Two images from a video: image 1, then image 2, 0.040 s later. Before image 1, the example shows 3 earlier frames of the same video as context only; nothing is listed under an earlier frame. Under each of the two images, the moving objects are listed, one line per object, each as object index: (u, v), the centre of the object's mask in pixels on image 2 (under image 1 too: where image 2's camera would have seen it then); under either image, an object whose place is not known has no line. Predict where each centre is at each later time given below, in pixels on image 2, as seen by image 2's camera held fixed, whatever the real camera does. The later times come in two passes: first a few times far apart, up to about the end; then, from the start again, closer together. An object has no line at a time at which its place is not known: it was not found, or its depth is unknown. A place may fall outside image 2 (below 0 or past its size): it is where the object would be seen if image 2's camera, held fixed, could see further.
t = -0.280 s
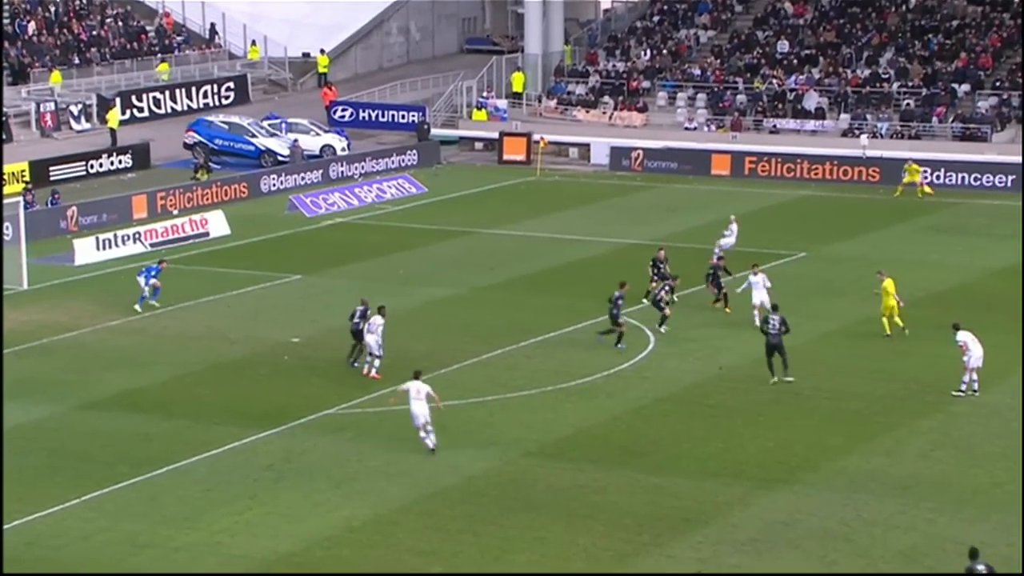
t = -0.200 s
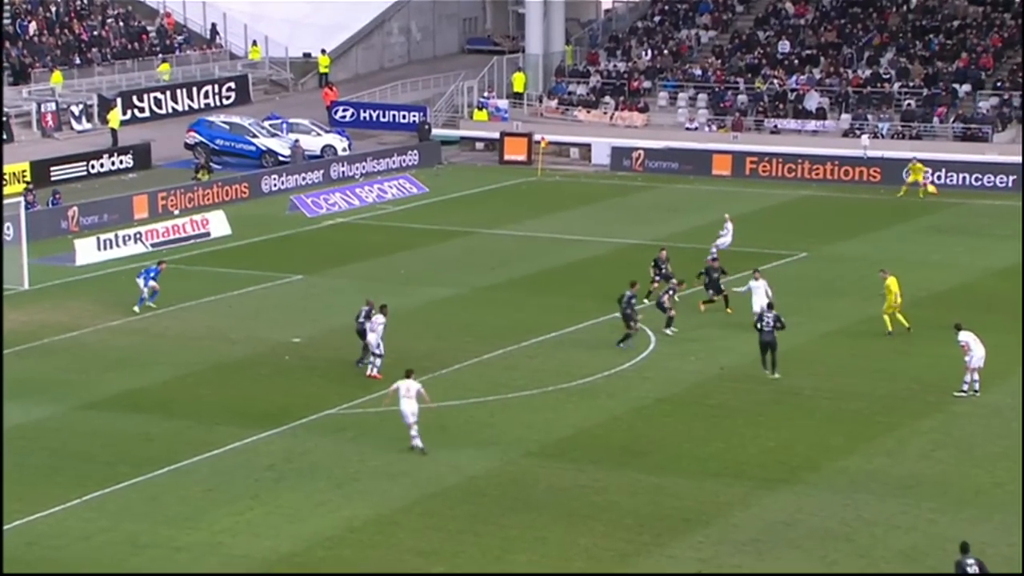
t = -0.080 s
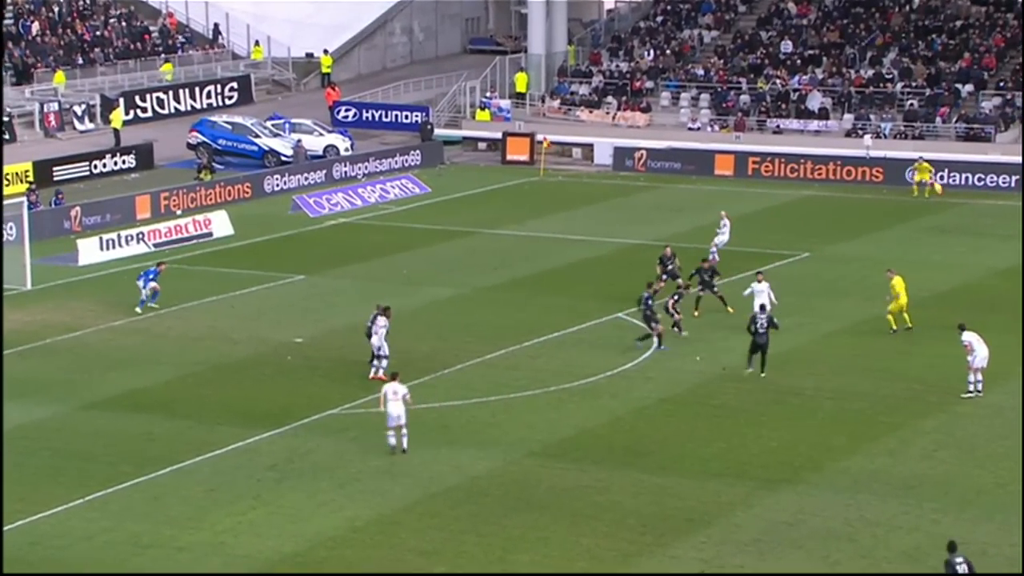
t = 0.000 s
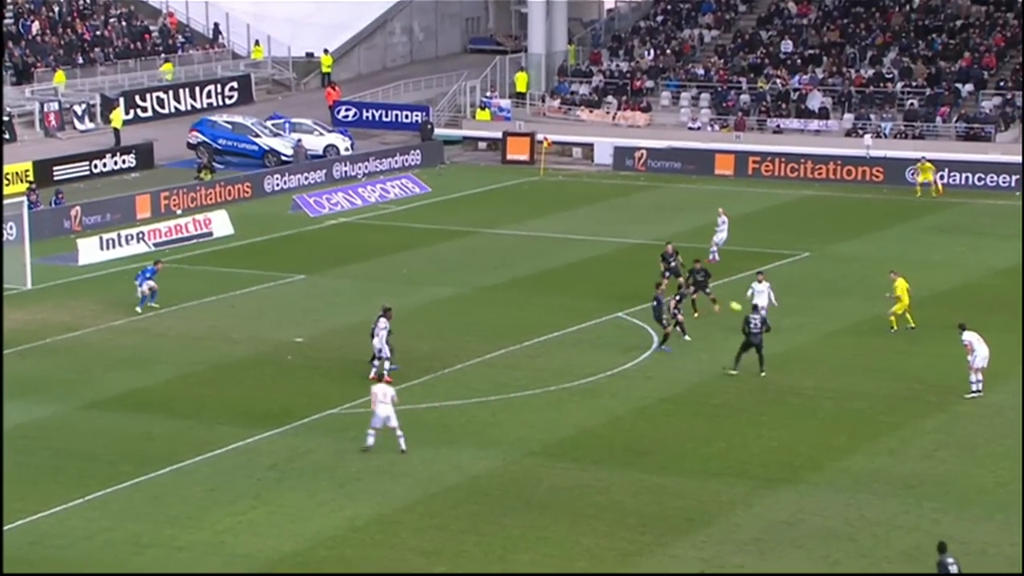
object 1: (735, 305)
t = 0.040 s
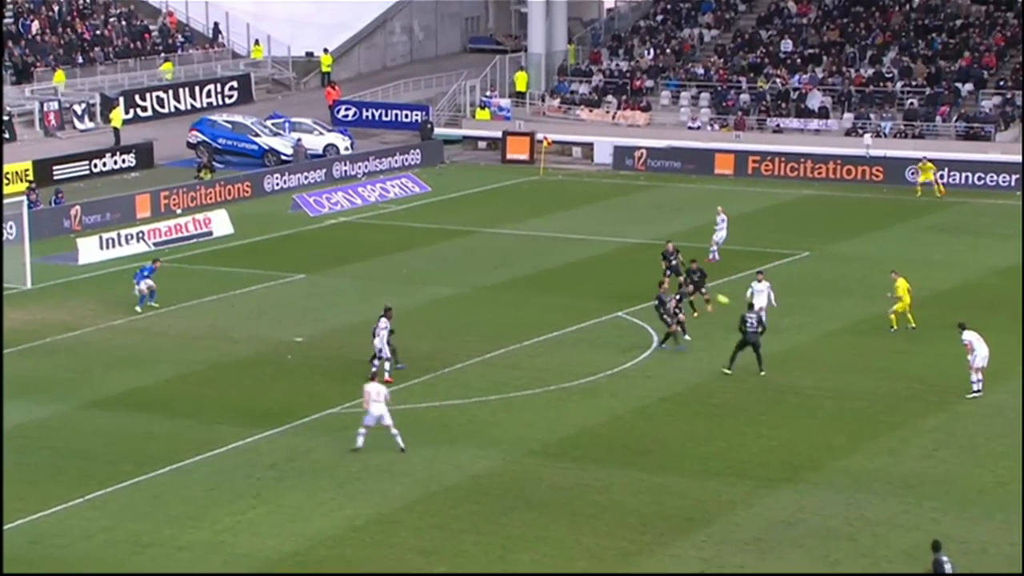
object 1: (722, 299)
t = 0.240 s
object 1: (657, 272)
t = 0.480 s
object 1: (576, 251)
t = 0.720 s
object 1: (492, 248)
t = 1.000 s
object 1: (389, 269)
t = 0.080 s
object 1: (709, 293)
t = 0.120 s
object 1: (697, 288)
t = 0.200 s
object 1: (670, 277)
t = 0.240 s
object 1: (657, 272)
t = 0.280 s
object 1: (644, 267)
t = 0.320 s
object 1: (630, 263)
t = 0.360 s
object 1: (617, 260)
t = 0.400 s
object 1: (603, 256)
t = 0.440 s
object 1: (590, 254)
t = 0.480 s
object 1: (576, 251)
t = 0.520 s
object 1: (562, 250)
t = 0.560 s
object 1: (548, 248)
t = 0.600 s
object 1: (534, 247)
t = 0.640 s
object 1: (520, 247)
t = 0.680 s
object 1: (506, 247)
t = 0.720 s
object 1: (492, 248)
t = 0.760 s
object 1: (477, 249)
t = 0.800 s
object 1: (463, 251)
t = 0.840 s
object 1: (449, 253)
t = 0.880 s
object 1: (434, 256)
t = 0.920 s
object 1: (419, 260)
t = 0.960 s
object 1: (404, 264)
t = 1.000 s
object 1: (389, 269)
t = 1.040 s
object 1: (374, 274)
